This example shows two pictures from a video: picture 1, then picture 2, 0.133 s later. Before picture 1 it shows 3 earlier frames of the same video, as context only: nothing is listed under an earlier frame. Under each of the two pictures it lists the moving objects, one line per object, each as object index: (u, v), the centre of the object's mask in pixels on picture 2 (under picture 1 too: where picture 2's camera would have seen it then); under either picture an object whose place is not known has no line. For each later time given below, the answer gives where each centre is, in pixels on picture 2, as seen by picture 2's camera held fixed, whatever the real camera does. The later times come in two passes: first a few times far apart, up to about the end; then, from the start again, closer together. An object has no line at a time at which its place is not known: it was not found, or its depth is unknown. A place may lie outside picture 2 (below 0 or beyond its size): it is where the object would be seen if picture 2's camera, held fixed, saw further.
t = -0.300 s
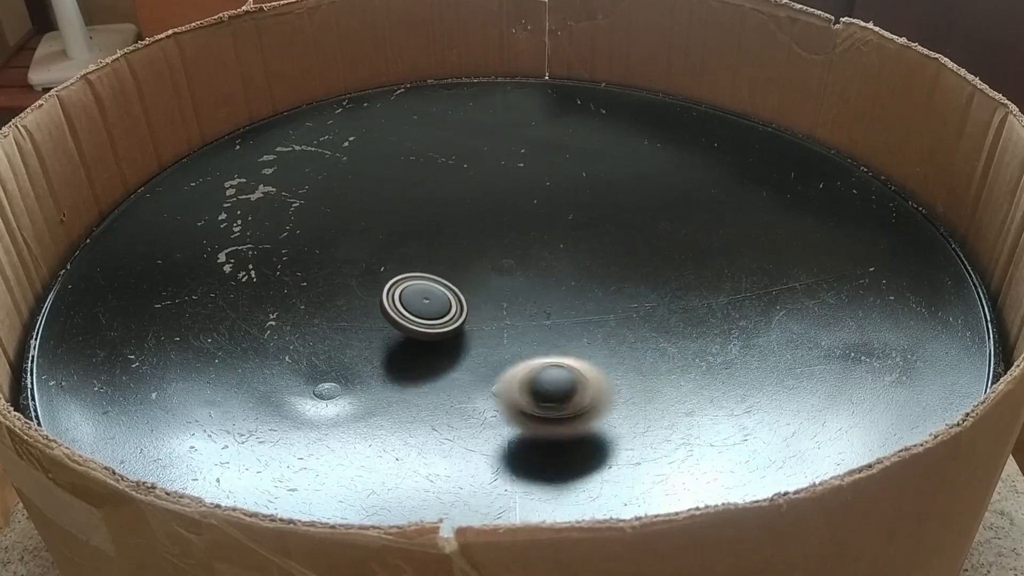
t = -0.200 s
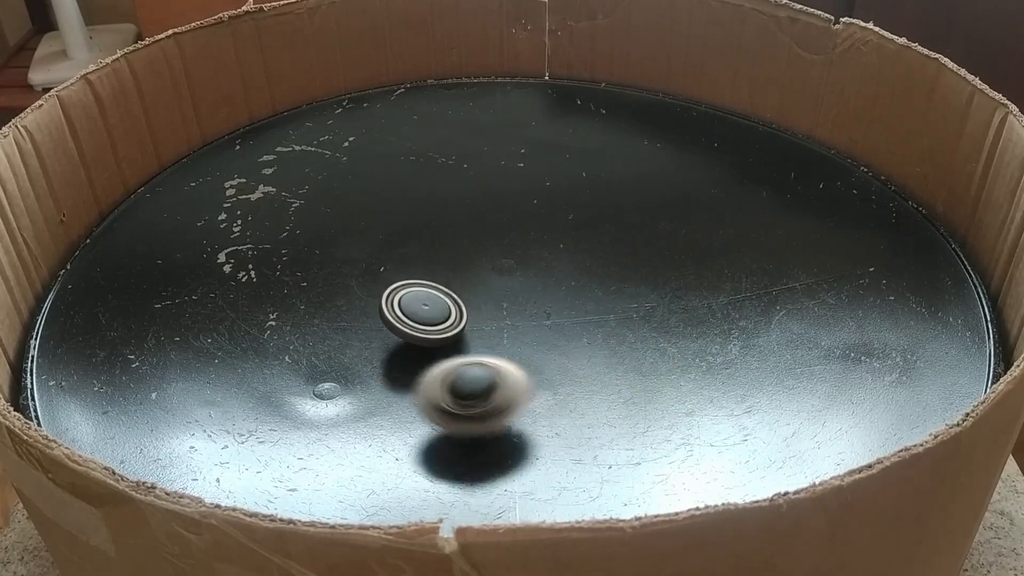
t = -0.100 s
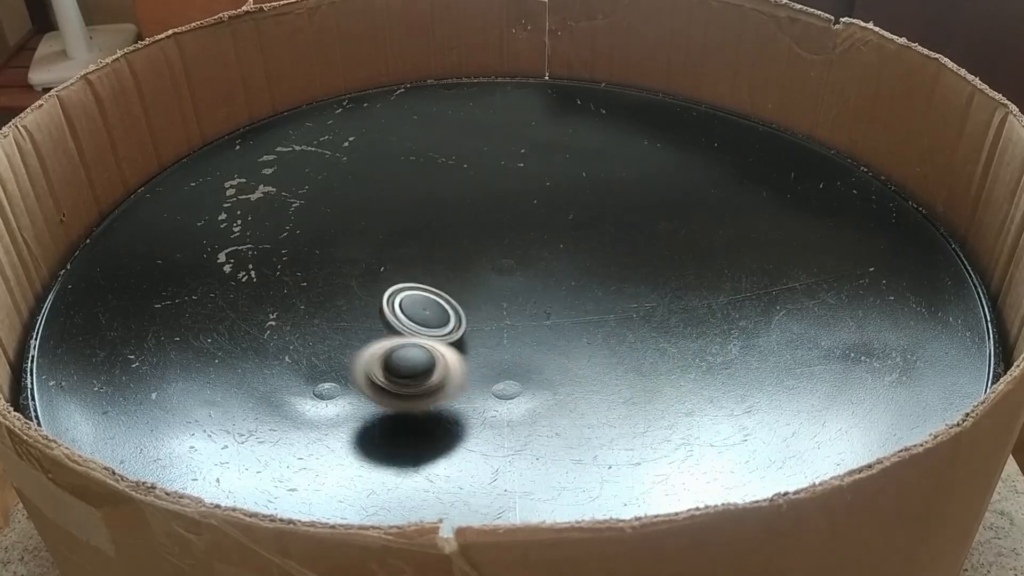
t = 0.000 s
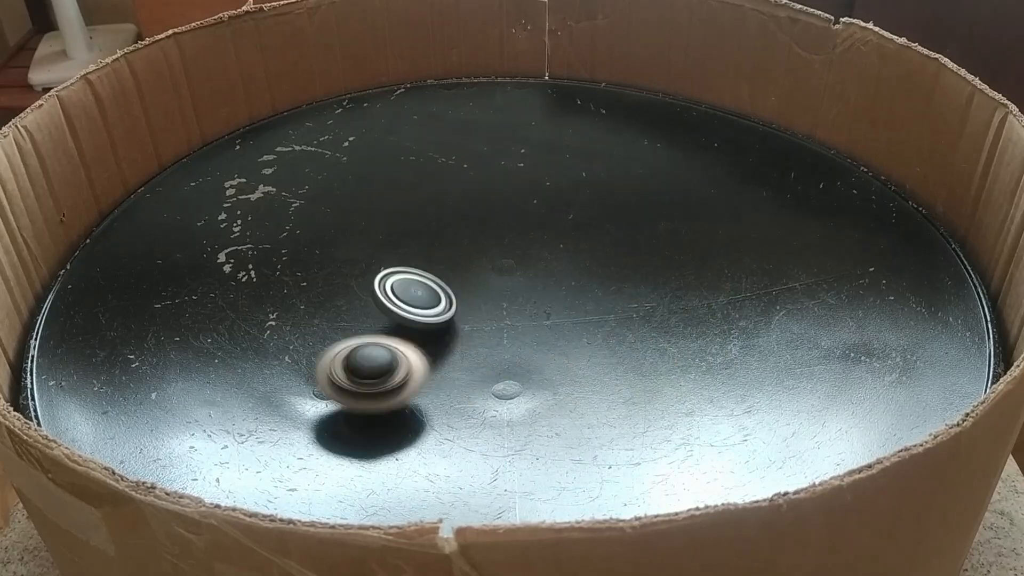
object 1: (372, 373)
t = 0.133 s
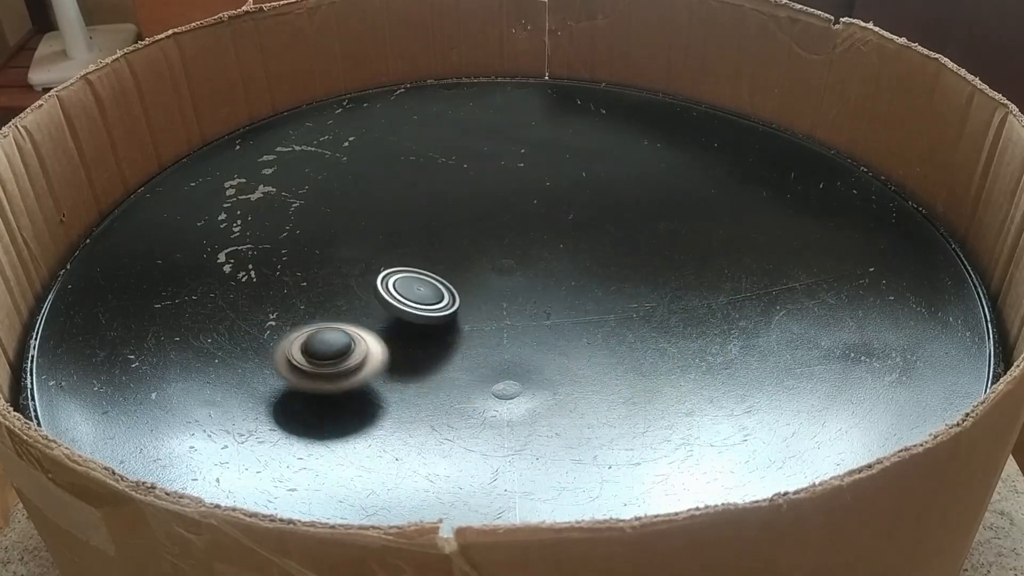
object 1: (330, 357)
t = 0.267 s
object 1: (320, 325)
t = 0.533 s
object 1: (400, 294)
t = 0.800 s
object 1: (520, 301)
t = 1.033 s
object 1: (595, 341)
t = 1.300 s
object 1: (427, 360)
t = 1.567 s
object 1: (316, 340)
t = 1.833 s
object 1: (356, 304)
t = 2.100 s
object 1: (476, 292)
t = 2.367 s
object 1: (572, 324)
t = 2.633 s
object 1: (575, 344)
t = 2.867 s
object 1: (527, 334)
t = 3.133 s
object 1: (490, 303)
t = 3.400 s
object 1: (505, 271)
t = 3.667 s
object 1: (516, 259)
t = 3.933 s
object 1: (513, 252)
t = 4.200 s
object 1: (509, 214)
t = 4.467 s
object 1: (498, 255)
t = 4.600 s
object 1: (477, 277)
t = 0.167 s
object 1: (324, 349)
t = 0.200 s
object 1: (319, 341)
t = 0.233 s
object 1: (318, 333)
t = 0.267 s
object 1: (320, 325)
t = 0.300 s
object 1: (325, 318)
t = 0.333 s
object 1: (332, 311)
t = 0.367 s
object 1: (340, 306)
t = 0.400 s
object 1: (350, 302)
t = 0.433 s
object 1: (362, 300)
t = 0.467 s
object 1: (373, 298)
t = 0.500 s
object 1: (385, 295)
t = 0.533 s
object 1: (400, 294)
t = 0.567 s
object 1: (416, 293)
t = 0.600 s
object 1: (433, 293)
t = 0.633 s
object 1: (450, 293)
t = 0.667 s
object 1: (462, 295)
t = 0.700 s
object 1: (475, 296)
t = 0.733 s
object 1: (491, 297)
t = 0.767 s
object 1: (506, 298)
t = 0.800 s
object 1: (520, 301)
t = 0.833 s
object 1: (533, 305)
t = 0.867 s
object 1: (546, 310)
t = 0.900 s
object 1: (560, 315)
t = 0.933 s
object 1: (573, 322)
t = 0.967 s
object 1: (583, 329)
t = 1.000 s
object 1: (591, 335)
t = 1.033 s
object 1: (595, 341)
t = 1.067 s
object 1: (596, 347)
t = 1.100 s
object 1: (590, 352)
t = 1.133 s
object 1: (566, 353)
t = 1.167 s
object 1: (541, 355)
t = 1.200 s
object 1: (508, 356)
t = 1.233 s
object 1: (482, 361)
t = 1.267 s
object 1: (454, 358)
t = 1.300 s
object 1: (427, 360)
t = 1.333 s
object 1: (405, 360)
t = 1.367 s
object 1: (384, 359)
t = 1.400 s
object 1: (369, 356)
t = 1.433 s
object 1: (352, 353)
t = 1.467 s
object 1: (337, 350)
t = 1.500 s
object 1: (328, 346)
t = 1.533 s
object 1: (319, 342)
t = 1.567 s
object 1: (316, 340)
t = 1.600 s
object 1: (314, 337)
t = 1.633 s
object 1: (316, 333)
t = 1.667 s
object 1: (320, 328)
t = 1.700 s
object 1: (324, 322)
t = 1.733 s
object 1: (329, 317)
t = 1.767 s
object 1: (336, 312)
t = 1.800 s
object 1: (346, 307)
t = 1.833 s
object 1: (356, 304)
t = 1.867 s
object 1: (369, 302)
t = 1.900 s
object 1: (381, 299)
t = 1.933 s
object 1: (394, 297)
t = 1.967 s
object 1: (411, 295)
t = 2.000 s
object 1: (426, 292)
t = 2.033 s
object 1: (443, 291)
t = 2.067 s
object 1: (460, 290)
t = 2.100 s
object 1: (476, 292)
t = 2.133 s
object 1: (491, 293)
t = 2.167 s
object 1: (507, 296)
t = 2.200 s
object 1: (522, 299)
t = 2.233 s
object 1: (535, 303)
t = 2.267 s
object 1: (547, 308)
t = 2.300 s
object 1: (557, 313)
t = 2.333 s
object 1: (565, 318)
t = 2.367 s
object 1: (572, 324)
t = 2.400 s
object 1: (576, 329)
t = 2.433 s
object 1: (580, 334)
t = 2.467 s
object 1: (582, 337)
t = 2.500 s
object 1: (583, 339)
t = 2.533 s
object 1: (582, 341)
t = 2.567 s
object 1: (581, 342)
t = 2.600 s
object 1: (579, 344)
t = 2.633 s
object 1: (575, 344)
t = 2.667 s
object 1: (570, 345)
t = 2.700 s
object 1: (563, 345)
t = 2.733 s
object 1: (557, 344)
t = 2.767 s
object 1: (549, 342)
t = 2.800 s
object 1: (543, 339)
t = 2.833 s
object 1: (535, 336)
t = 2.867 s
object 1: (527, 334)
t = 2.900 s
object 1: (519, 331)
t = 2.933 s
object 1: (511, 328)
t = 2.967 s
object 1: (504, 323)
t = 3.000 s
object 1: (499, 319)
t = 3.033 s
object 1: (494, 316)
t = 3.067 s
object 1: (491, 313)
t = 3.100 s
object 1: (488, 308)
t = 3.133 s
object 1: (490, 303)
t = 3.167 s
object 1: (491, 298)
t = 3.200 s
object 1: (493, 292)
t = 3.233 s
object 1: (493, 287)
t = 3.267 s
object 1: (494, 283)
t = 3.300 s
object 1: (496, 279)
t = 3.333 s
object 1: (498, 276)
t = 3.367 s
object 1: (501, 273)
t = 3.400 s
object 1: (505, 271)
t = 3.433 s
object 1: (509, 267)
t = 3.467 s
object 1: (513, 265)
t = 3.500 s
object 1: (515, 262)
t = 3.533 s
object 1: (517, 261)
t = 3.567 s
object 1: (518, 259)
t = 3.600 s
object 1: (518, 258)
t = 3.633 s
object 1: (517, 258)
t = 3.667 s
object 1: (516, 259)
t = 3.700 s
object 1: (514, 260)
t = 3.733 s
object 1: (513, 261)
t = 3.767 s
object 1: (511, 261)
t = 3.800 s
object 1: (511, 261)
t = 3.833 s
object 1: (512, 260)
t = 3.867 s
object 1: (515, 260)
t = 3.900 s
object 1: (516, 261)
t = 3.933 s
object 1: (513, 252)
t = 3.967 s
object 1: (509, 243)
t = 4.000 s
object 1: (512, 234)
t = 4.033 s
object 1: (513, 224)
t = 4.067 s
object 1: (514, 219)
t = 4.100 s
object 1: (513, 215)
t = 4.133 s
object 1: (513, 212)
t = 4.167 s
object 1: (511, 213)
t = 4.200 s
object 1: (509, 214)
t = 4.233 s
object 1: (508, 217)
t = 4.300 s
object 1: (506, 225)
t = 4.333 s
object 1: (506, 231)
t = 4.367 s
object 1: (505, 237)
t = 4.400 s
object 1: (504, 243)
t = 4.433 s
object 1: (502, 249)
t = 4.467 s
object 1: (498, 255)
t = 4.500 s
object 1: (495, 261)
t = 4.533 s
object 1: (489, 266)
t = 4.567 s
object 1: (482, 272)
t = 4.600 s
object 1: (477, 277)
